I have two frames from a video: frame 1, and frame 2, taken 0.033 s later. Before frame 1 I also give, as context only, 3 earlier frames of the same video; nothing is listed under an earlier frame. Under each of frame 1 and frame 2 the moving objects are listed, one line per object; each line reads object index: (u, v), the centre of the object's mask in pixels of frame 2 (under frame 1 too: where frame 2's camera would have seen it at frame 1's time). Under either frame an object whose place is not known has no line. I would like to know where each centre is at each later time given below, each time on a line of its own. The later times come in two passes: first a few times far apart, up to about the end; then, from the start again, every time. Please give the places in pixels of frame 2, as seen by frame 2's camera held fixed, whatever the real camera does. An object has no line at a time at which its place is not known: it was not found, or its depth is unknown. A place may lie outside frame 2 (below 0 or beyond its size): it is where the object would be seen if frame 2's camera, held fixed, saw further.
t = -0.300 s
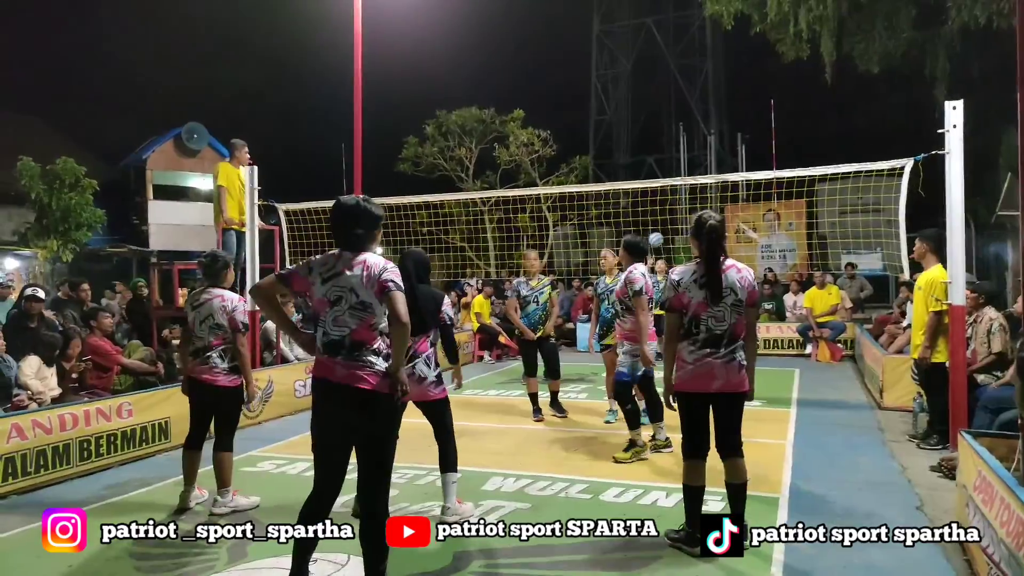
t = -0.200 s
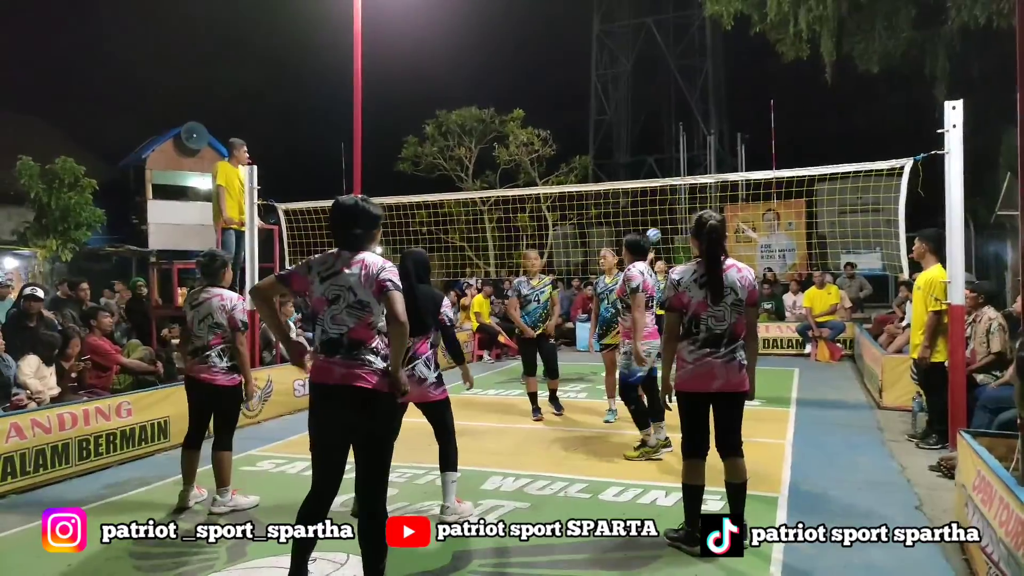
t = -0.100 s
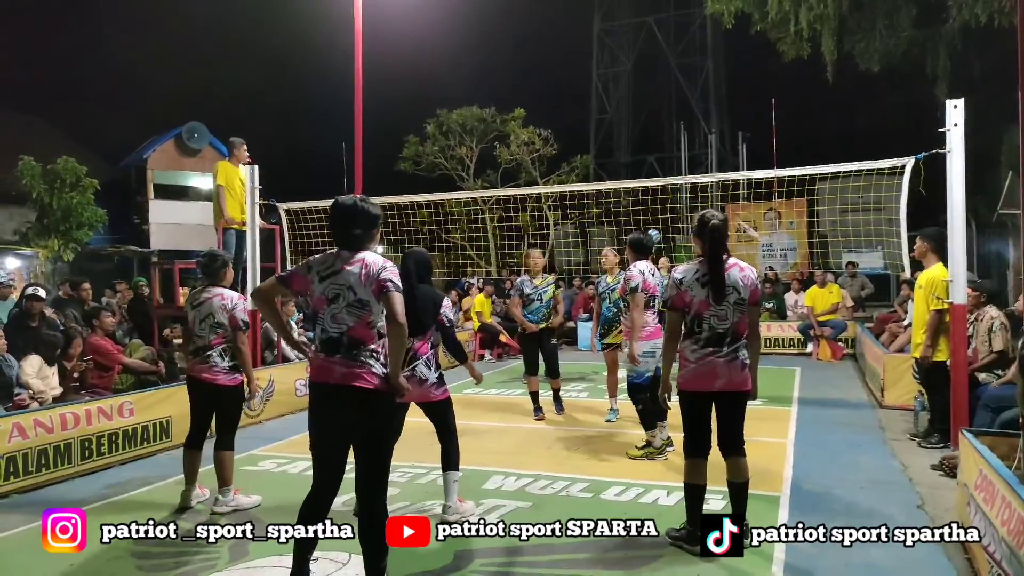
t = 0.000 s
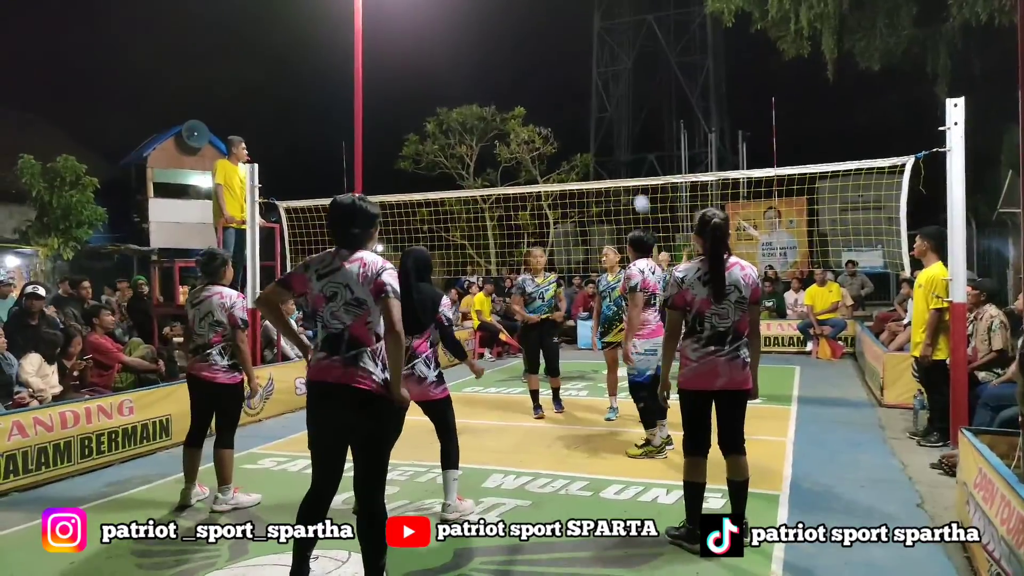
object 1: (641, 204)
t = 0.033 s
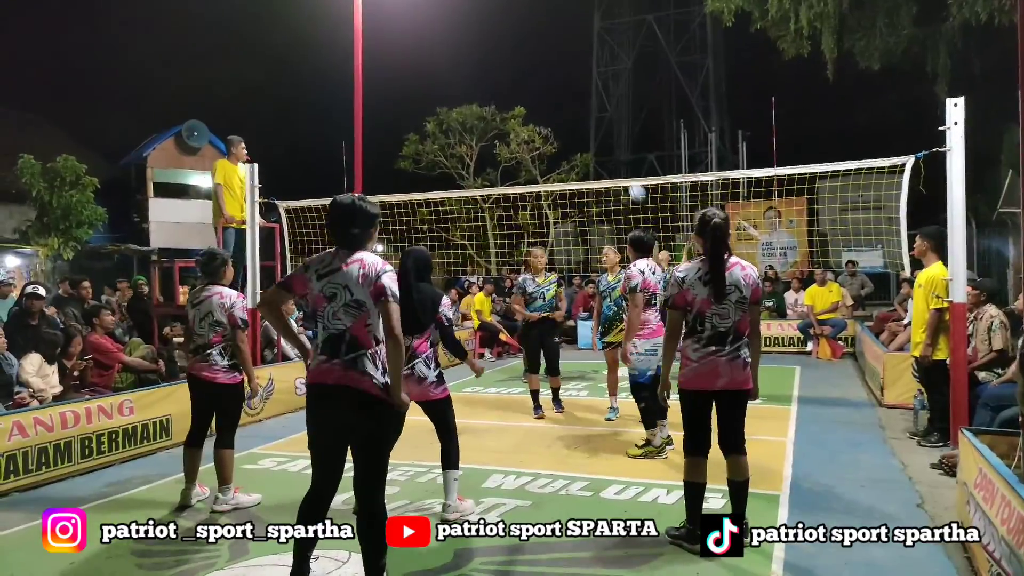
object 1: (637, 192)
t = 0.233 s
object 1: (604, 131)
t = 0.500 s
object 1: (541, 82)
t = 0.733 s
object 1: (462, 95)
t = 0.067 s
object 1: (631, 175)
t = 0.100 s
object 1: (627, 168)
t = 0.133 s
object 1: (622, 159)
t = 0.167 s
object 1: (616, 149)
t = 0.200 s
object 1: (610, 140)
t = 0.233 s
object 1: (604, 131)
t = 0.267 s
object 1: (597, 122)
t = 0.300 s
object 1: (590, 114)
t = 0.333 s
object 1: (582, 107)
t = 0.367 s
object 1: (575, 100)
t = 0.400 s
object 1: (567, 94)
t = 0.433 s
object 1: (559, 89)
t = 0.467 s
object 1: (550, 85)
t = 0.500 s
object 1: (541, 82)
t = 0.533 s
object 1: (531, 80)
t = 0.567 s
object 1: (521, 79)
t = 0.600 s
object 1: (509, 79)
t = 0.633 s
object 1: (498, 81)
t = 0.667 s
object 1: (487, 84)
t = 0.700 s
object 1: (474, 89)
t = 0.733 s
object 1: (462, 95)
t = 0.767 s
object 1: (448, 104)
